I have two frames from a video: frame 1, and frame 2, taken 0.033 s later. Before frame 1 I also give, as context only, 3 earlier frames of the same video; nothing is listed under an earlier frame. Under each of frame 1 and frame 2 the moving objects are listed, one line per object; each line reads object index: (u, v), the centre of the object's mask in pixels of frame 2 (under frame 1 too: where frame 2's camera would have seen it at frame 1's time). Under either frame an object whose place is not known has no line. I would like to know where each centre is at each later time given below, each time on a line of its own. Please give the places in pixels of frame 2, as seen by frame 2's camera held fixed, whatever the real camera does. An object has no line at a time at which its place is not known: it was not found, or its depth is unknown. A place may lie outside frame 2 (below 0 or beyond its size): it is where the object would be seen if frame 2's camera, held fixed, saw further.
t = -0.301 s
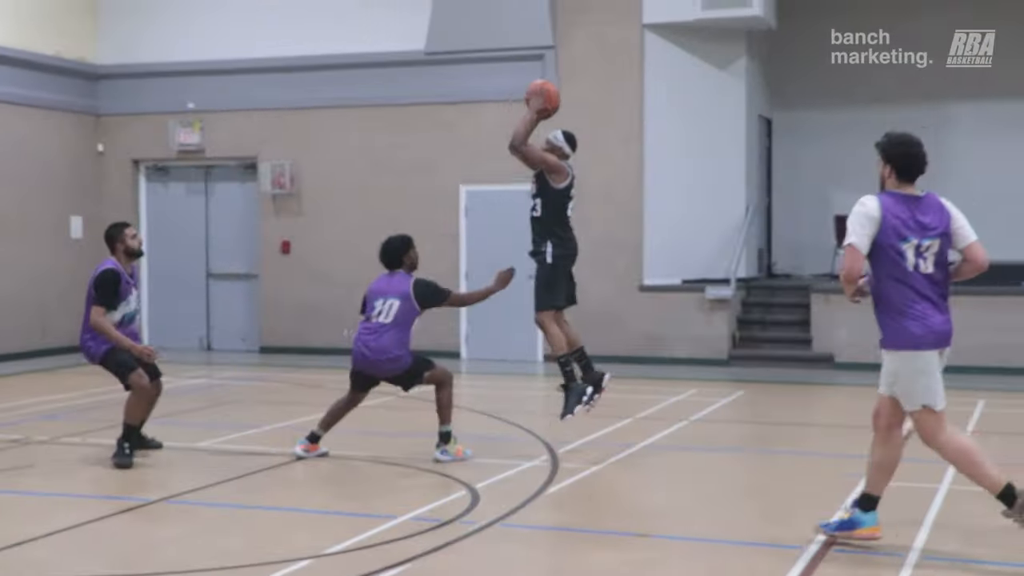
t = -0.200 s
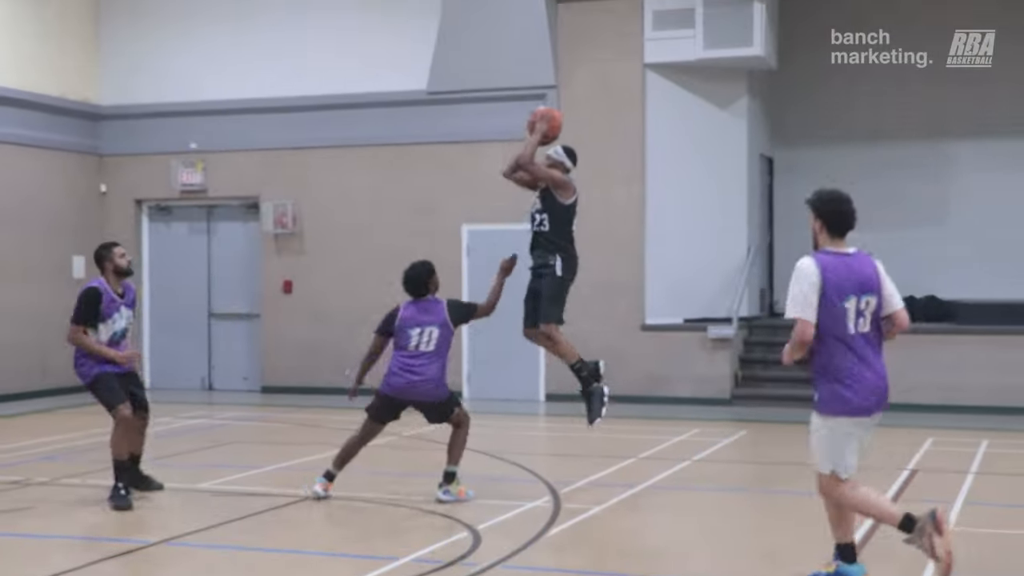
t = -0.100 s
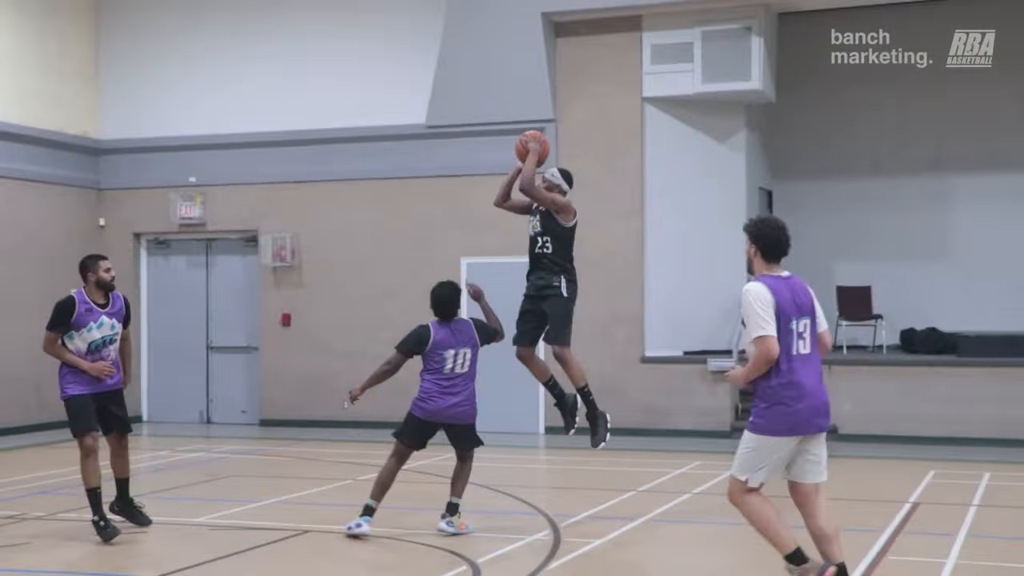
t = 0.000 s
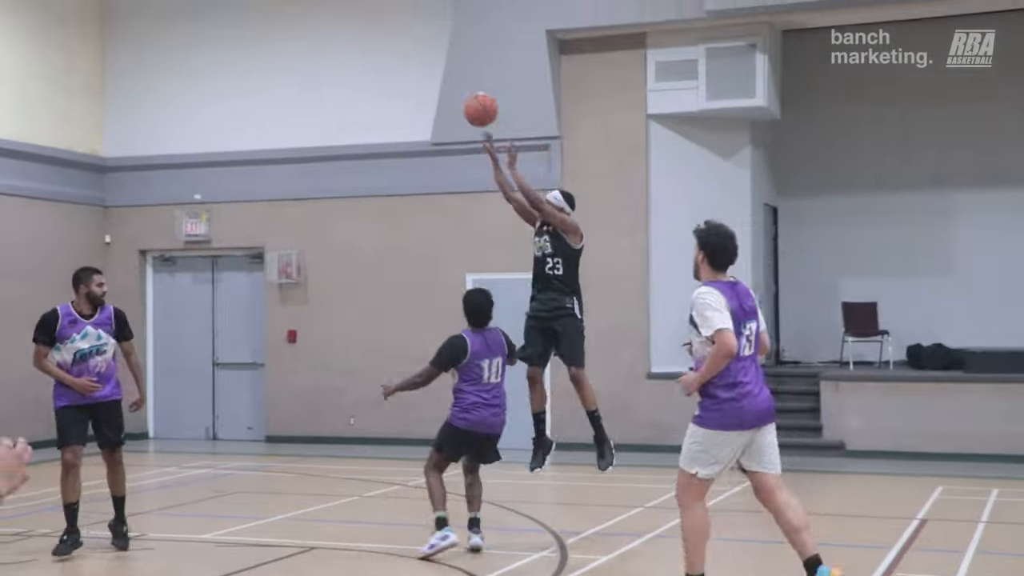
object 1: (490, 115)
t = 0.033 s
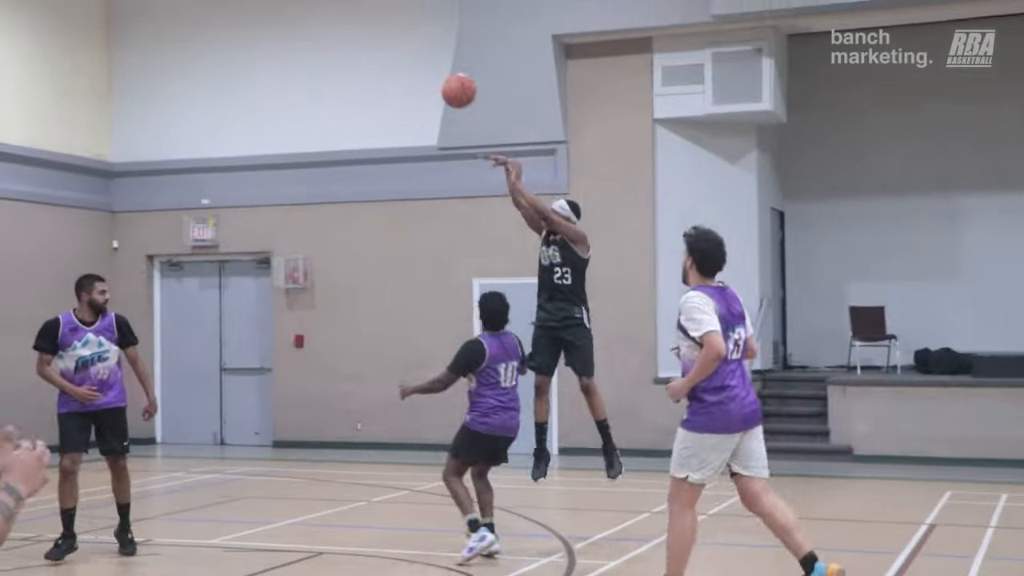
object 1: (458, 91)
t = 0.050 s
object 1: (444, 80)
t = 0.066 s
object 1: (428, 69)
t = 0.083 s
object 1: (413, 59)
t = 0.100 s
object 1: (398, 48)
